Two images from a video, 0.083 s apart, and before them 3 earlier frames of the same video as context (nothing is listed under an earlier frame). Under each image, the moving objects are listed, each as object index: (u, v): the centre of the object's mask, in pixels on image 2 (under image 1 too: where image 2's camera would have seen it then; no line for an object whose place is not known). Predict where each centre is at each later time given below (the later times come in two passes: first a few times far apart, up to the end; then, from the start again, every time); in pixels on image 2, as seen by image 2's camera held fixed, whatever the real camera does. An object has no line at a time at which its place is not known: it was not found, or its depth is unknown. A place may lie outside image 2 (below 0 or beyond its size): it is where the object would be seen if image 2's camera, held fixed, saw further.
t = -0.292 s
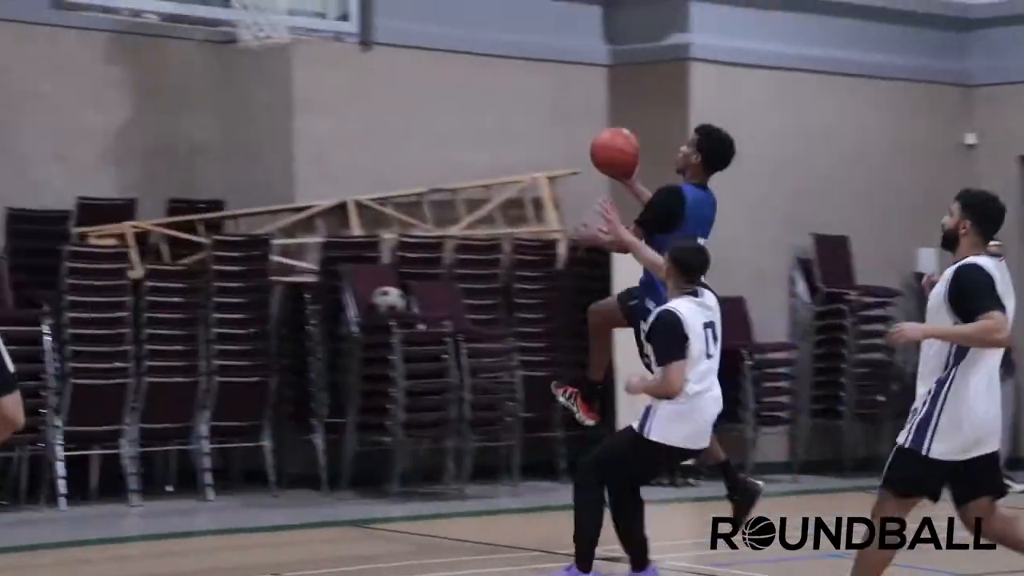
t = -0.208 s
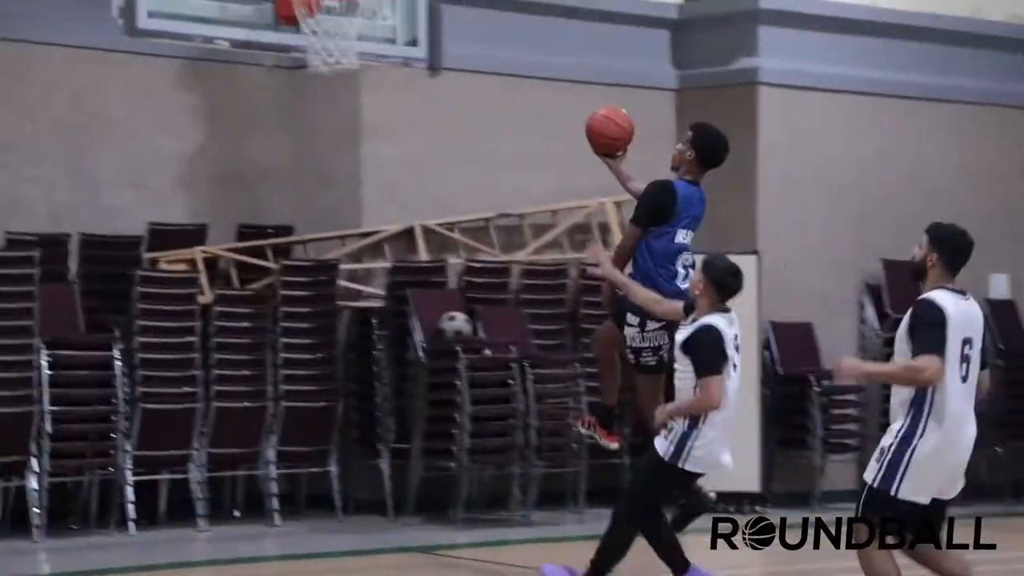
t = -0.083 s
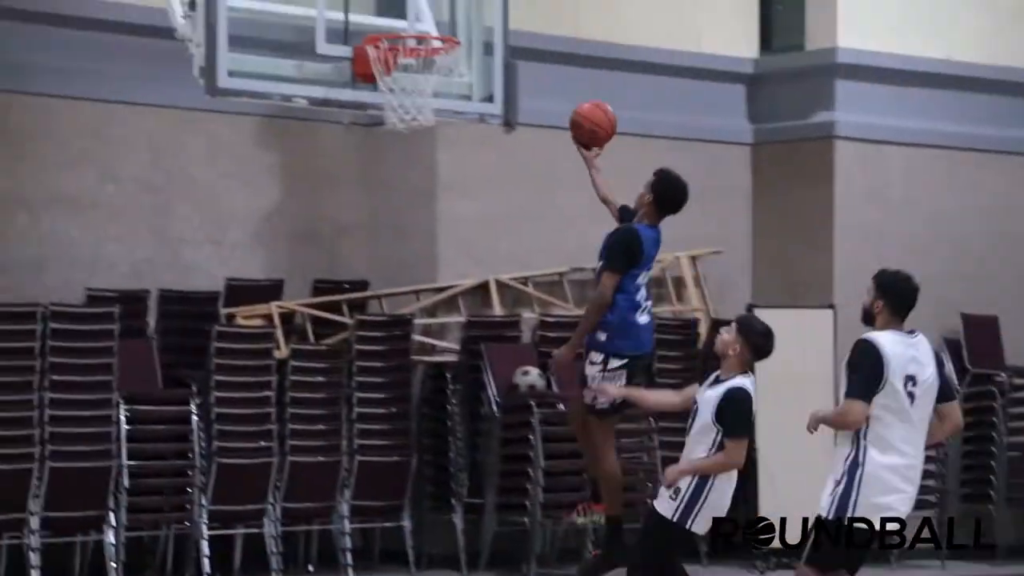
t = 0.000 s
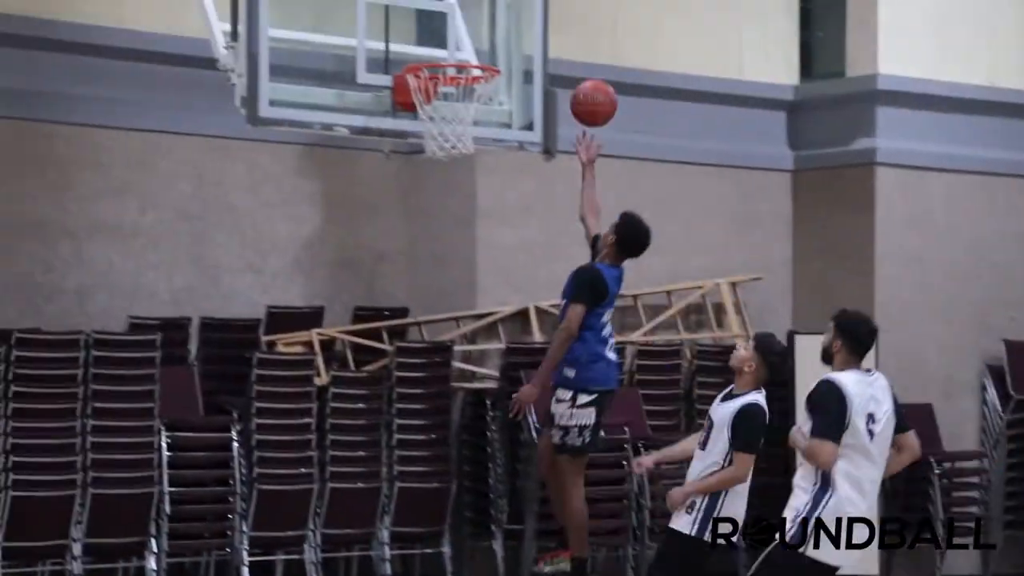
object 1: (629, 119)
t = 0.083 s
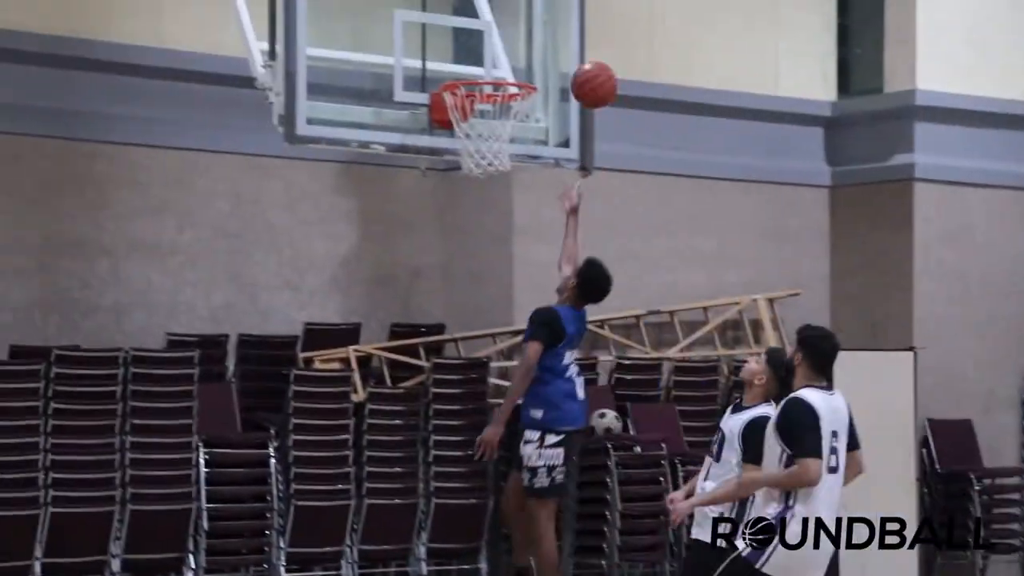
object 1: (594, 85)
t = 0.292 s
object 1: (507, 56)
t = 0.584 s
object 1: (507, 105)
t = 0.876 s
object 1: (496, 153)
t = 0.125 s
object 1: (576, 72)
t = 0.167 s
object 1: (559, 63)
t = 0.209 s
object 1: (542, 57)
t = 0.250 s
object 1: (524, 55)
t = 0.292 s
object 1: (507, 56)
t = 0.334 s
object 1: (491, 59)
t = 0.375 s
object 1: (491, 59)
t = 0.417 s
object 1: (494, 61)
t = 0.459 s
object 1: (497, 64)
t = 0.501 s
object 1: (501, 68)
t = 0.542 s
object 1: (505, 88)
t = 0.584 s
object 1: (507, 105)
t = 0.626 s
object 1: (510, 115)
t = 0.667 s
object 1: (513, 121)
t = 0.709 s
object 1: (511, 123)
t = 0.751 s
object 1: (508, 128)
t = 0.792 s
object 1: (504, 133)
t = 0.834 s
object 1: (500, 140)
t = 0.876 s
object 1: (496, 153)
